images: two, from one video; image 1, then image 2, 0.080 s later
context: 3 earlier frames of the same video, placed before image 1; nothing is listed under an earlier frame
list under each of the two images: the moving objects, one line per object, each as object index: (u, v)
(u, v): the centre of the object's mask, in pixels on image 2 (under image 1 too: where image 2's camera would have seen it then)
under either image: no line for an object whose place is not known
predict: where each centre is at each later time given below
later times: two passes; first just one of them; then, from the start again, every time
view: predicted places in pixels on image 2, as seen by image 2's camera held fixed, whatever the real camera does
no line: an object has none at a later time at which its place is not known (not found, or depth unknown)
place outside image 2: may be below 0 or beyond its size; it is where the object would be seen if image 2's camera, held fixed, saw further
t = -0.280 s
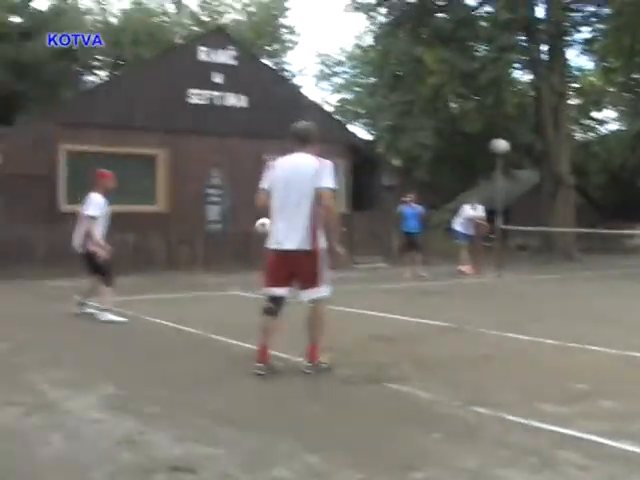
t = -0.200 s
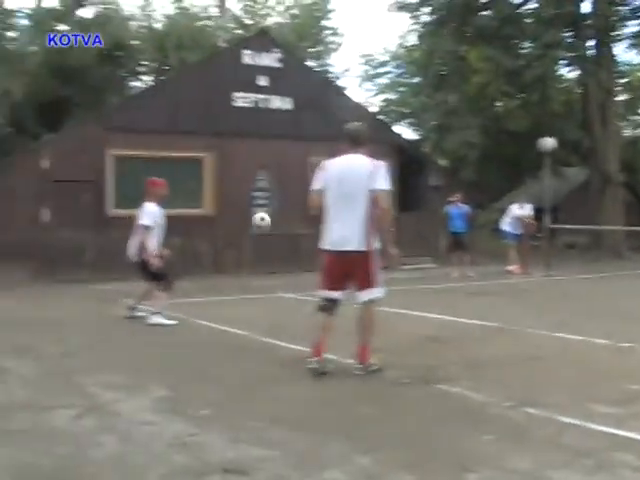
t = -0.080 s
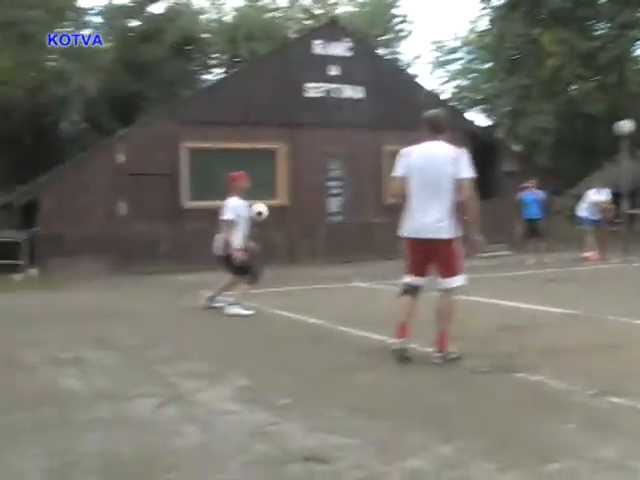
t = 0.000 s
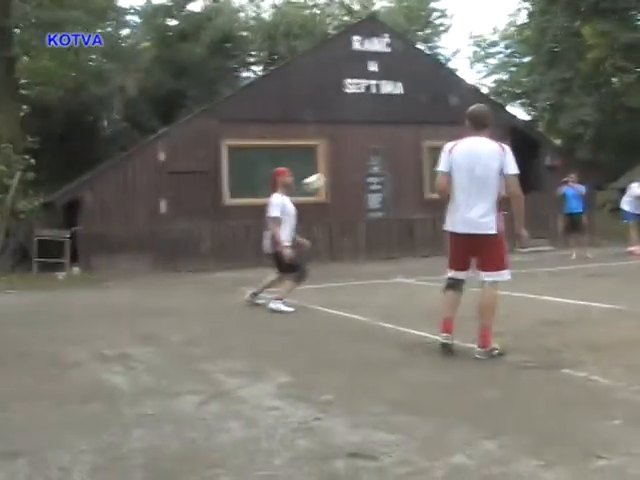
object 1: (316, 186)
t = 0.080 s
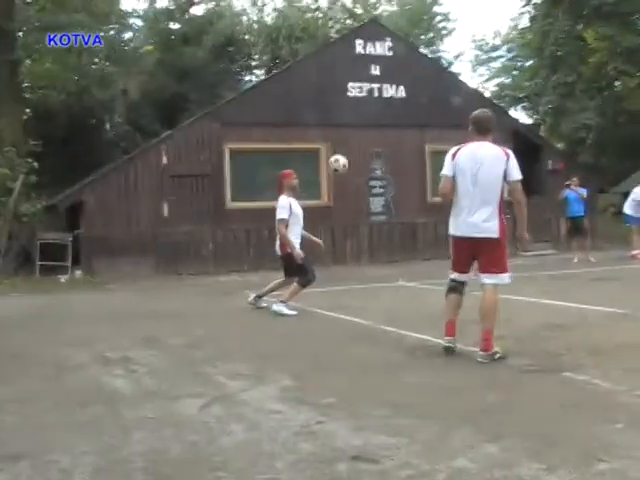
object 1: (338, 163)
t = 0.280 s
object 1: (390, 128)
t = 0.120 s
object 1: (348, 154)
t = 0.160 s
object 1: (358, 145)
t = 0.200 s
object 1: (369, 139)
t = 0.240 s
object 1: (379, 133)
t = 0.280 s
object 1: (390, 128)
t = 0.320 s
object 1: (402, 125)
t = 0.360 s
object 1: (412, 123)
